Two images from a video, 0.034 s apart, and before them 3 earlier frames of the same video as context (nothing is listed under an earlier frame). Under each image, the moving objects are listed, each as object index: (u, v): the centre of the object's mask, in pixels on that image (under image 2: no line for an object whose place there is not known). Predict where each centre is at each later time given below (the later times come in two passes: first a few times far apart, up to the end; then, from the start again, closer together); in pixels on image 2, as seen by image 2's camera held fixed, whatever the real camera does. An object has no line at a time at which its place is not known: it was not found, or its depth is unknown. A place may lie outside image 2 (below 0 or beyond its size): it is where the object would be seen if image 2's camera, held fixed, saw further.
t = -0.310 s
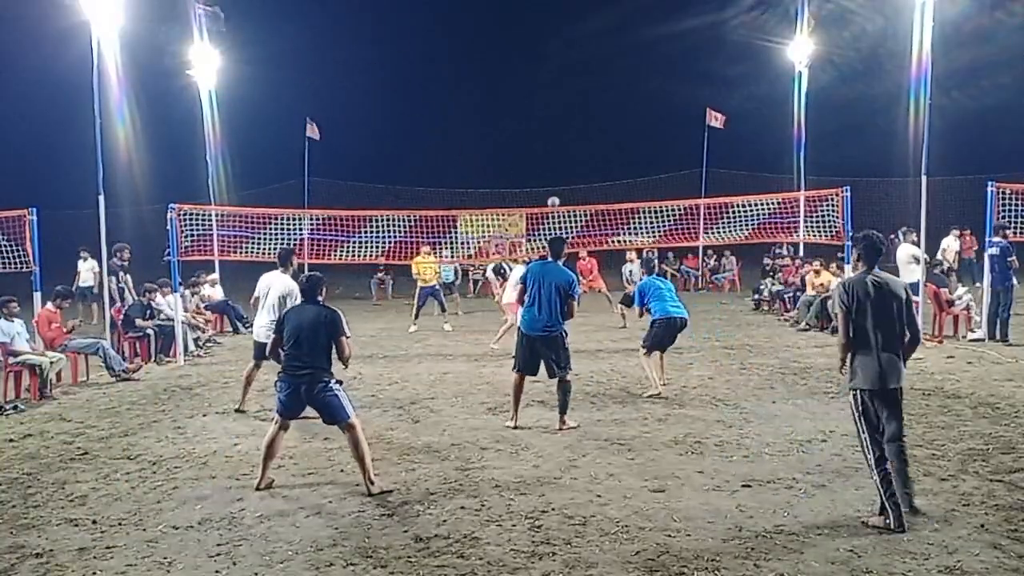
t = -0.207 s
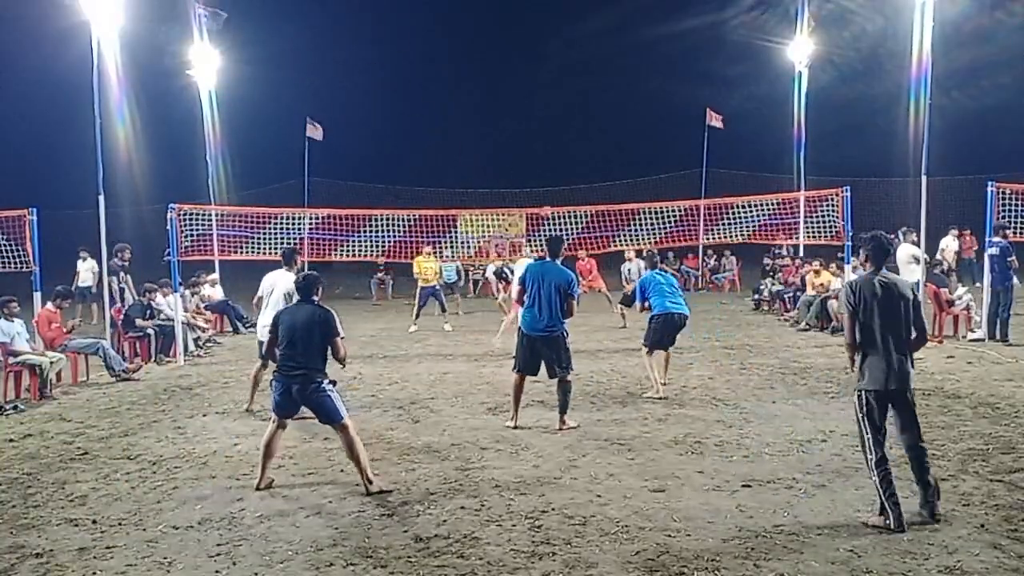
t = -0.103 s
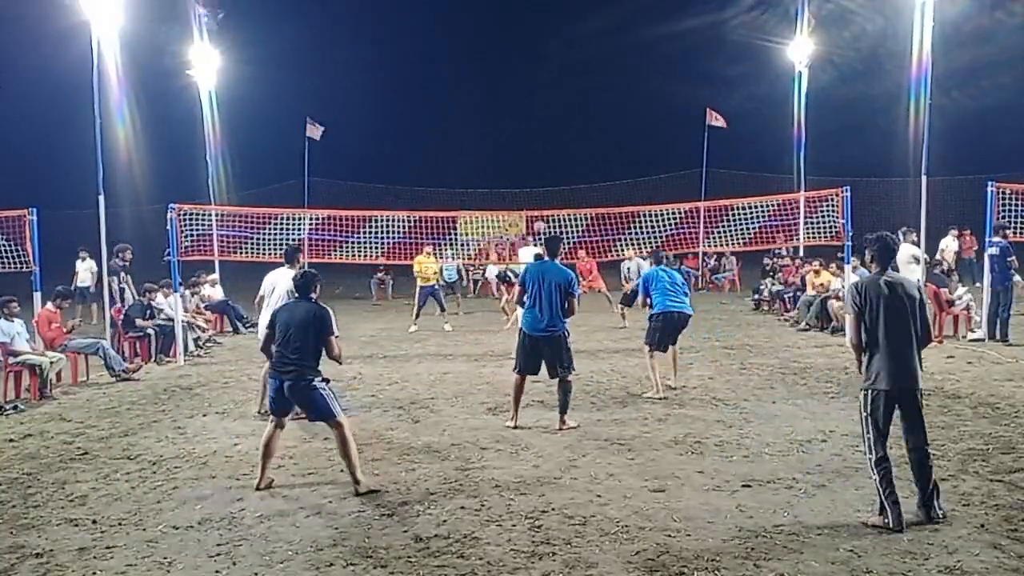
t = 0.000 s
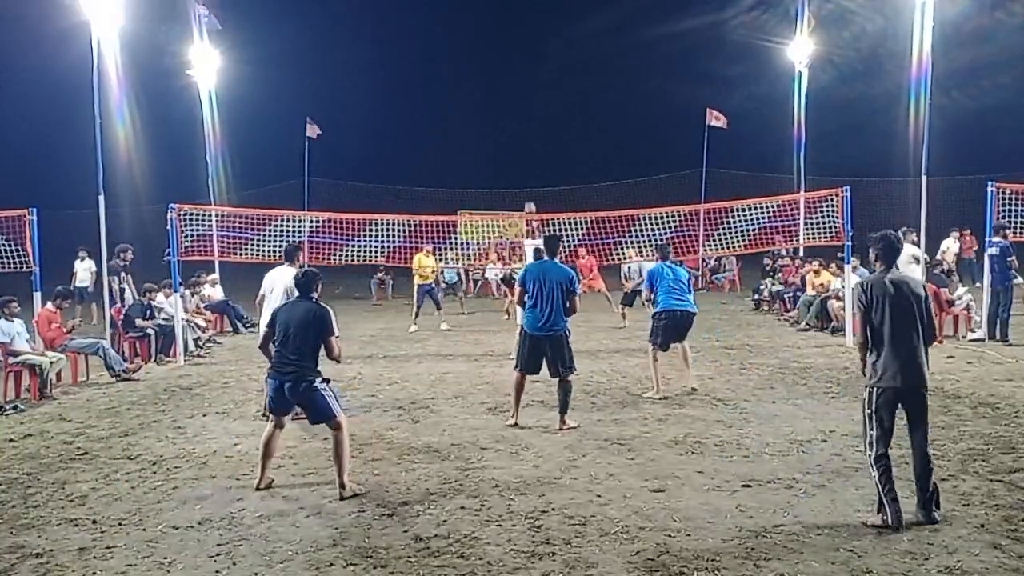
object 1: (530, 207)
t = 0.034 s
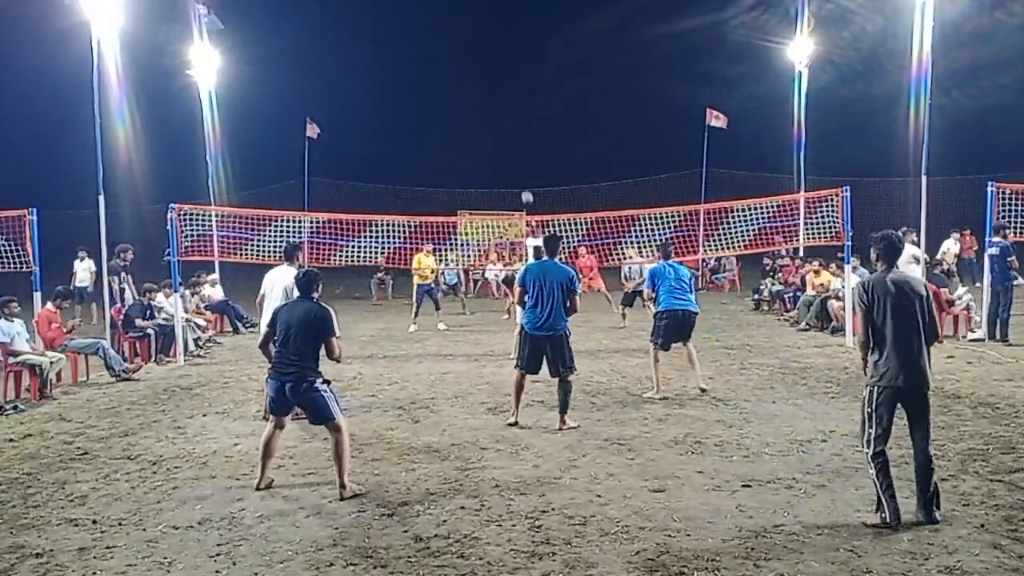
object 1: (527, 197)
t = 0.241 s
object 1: (509, 151)
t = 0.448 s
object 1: (494, 128)
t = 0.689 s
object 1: (479, 130)
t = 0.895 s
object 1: (469, 152)
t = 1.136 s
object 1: (458, 199)
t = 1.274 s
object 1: (454, 236)
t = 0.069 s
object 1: (524, 188)
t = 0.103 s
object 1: (521, 179)
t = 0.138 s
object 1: (518, 171)
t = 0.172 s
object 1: (515, 164)
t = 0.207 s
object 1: (512, 157)
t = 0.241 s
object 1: (509, 151)
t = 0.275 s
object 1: (506, 145)
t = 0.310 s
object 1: (504, 140)
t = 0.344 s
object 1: (501, 136)
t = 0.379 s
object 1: (499, 133)
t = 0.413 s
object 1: (496, 131)
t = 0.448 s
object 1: (494, 128)
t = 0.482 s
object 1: (491, 127)
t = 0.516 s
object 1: (489, 126)
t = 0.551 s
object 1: (487, 125)
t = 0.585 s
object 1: (485, 125)
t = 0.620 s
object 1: (483, 126)
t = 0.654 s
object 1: (481, 128)
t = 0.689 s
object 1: (479, 130)
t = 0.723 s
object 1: (477, 132)
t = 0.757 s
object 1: (475, 135)
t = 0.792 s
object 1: (473, 138)
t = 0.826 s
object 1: (472, 142)
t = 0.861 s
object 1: (470, 147)
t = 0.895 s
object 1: (469, 152)
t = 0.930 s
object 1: (467, 157)
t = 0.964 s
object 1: (465, 164)
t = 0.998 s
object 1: (464, 170)
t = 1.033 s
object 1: (462, 177)
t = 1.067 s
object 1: (461, 184)
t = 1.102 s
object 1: (460, 191)
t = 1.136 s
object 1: (458, 199)
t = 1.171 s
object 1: (457, 207)
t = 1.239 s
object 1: (455, 226)
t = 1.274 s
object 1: (454, 236)
